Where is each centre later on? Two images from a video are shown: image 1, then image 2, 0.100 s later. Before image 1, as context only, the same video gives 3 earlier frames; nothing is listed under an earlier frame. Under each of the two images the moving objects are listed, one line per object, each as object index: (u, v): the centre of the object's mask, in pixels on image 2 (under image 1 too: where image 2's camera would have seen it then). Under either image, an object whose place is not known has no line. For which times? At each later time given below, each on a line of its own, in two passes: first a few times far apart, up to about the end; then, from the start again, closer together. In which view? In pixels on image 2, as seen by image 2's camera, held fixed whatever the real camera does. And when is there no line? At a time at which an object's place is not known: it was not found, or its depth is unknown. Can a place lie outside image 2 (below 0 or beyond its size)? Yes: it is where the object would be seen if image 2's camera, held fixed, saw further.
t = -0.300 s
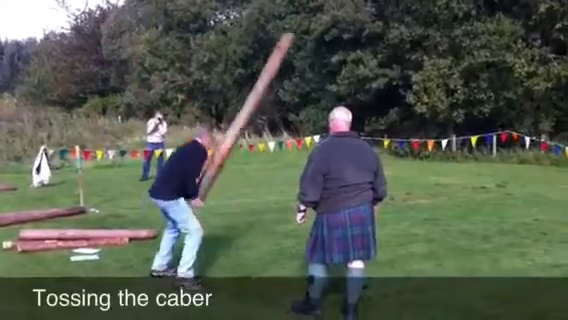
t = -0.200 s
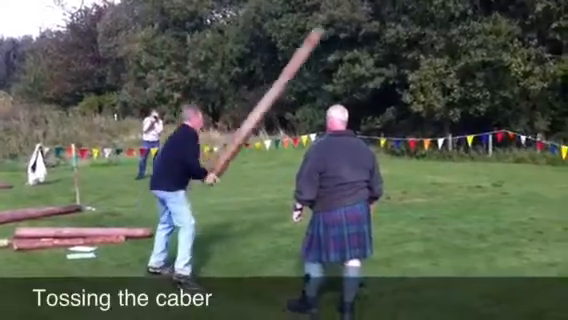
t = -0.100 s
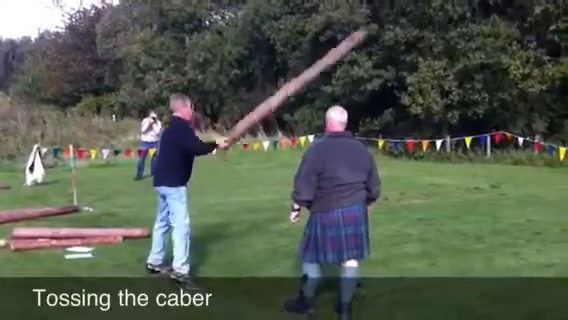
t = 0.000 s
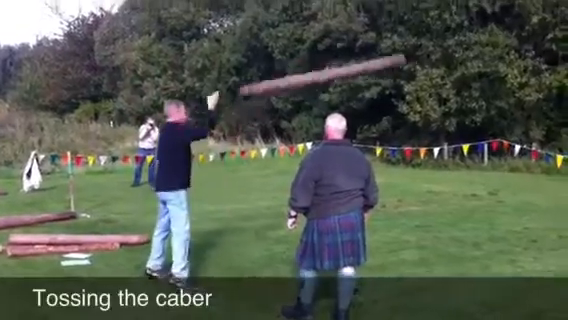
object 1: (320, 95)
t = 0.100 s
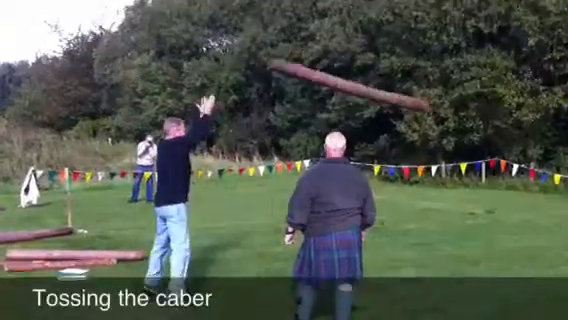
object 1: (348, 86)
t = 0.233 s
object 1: (393, 93)
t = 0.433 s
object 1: (444, 128)
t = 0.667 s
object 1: (496, 202)
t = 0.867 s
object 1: (518, 253)
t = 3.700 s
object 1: (530, 251)
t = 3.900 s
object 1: (530, 251)
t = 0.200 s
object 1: (384, 90)
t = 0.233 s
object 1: (393, 93)
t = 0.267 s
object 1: (402, 97)
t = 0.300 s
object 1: (407, 97)
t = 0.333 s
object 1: (418, 106)
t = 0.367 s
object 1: (426, 110)
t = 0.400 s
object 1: (436, 121)
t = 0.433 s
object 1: (444, 128)
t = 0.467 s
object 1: (452, 135)
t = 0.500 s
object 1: (459, 146)
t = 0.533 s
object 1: (468, 156)
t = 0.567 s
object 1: (475, 166)
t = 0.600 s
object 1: (484, 174)
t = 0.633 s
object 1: (485, 192)
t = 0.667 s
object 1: (496, 202)
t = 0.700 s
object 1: (500, 217)
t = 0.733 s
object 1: (501, 233)
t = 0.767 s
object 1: (514, 244)
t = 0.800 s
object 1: (517, 256)
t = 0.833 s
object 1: (518, 256)
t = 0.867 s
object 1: (518, 253)
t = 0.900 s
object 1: (523, 250)
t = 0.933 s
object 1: (527, 245)
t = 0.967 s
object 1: (528, 243)
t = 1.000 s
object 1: (532, 242)
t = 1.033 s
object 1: (532, 241)
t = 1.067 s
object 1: (533, 241)
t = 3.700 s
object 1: (530, 251)
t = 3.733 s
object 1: (530, 251)
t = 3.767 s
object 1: (530, 251)
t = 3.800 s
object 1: (530, 251)
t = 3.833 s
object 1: (530, 251)
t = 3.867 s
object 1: (530, 251)
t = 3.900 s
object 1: (530, 251)
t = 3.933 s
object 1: (530, 251)
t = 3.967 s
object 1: (531, 251)
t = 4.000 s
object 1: (531, 251)
